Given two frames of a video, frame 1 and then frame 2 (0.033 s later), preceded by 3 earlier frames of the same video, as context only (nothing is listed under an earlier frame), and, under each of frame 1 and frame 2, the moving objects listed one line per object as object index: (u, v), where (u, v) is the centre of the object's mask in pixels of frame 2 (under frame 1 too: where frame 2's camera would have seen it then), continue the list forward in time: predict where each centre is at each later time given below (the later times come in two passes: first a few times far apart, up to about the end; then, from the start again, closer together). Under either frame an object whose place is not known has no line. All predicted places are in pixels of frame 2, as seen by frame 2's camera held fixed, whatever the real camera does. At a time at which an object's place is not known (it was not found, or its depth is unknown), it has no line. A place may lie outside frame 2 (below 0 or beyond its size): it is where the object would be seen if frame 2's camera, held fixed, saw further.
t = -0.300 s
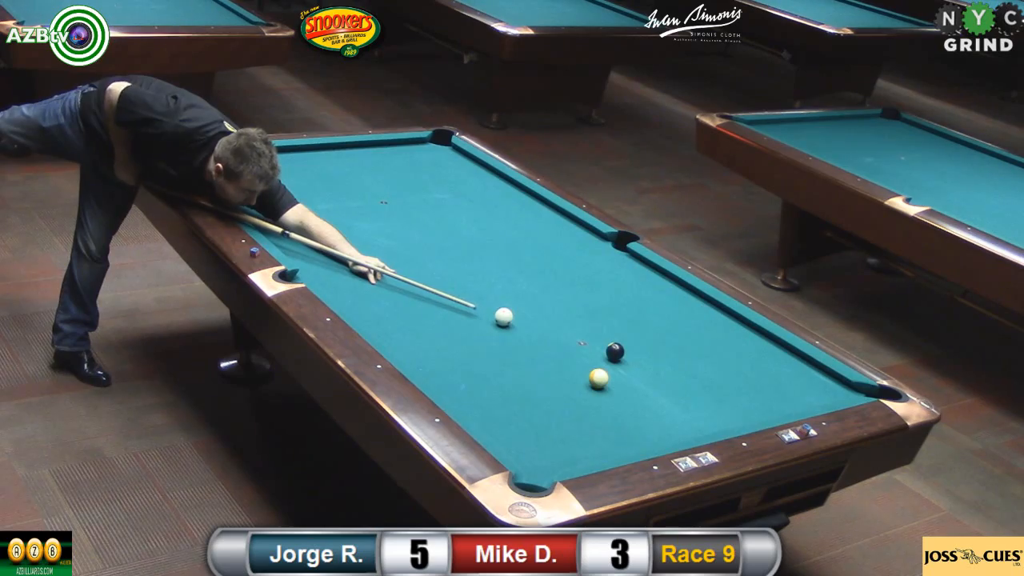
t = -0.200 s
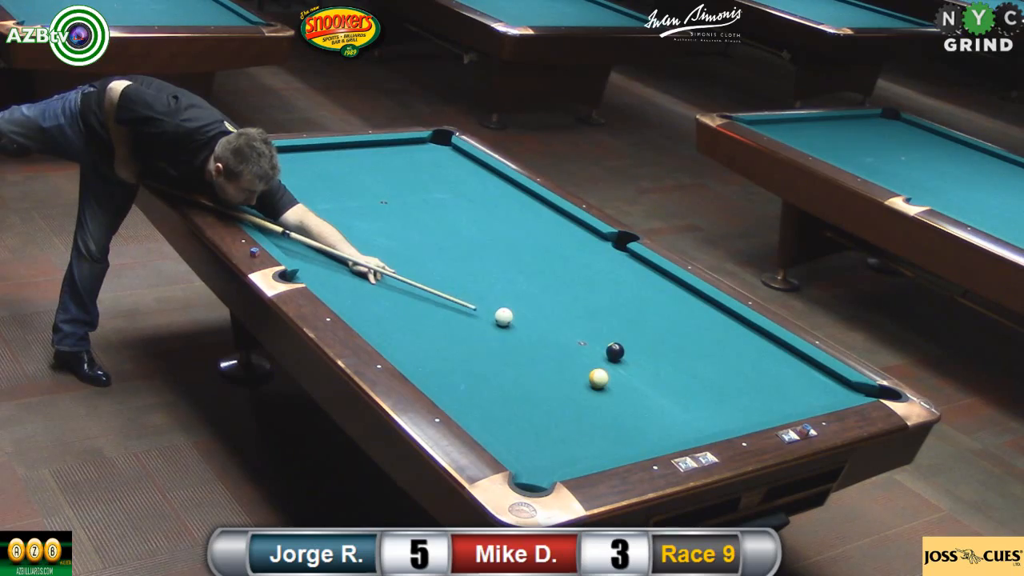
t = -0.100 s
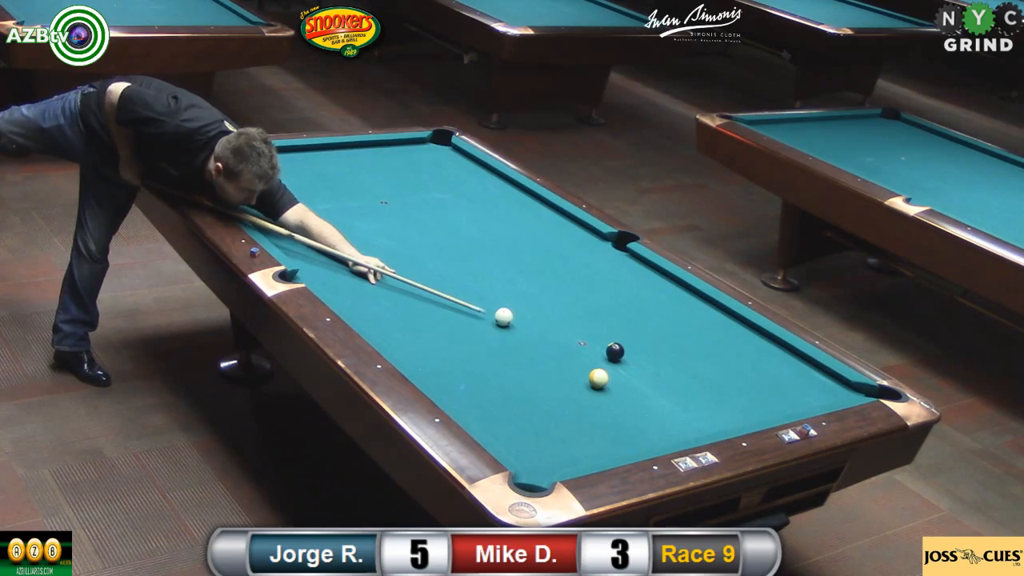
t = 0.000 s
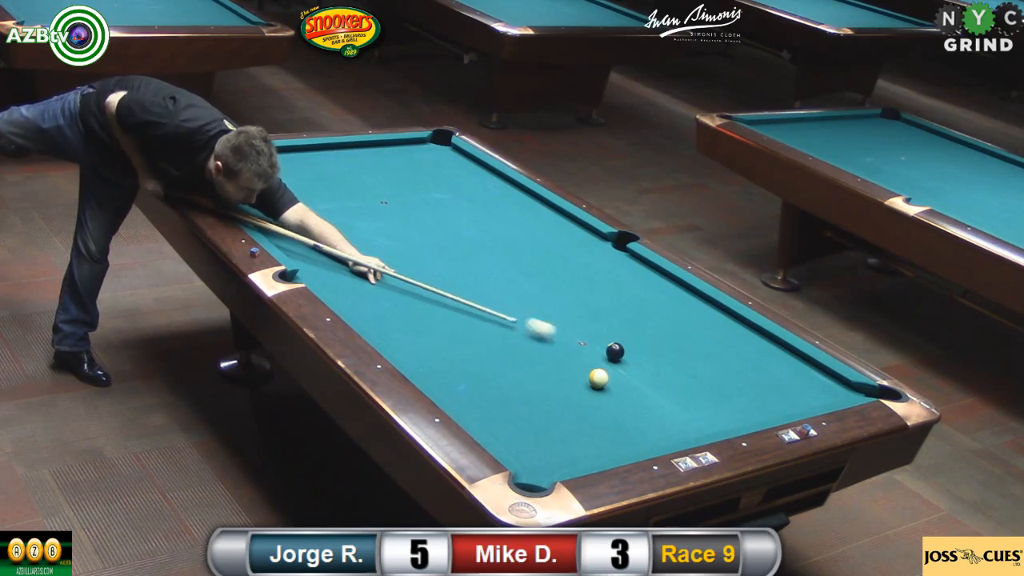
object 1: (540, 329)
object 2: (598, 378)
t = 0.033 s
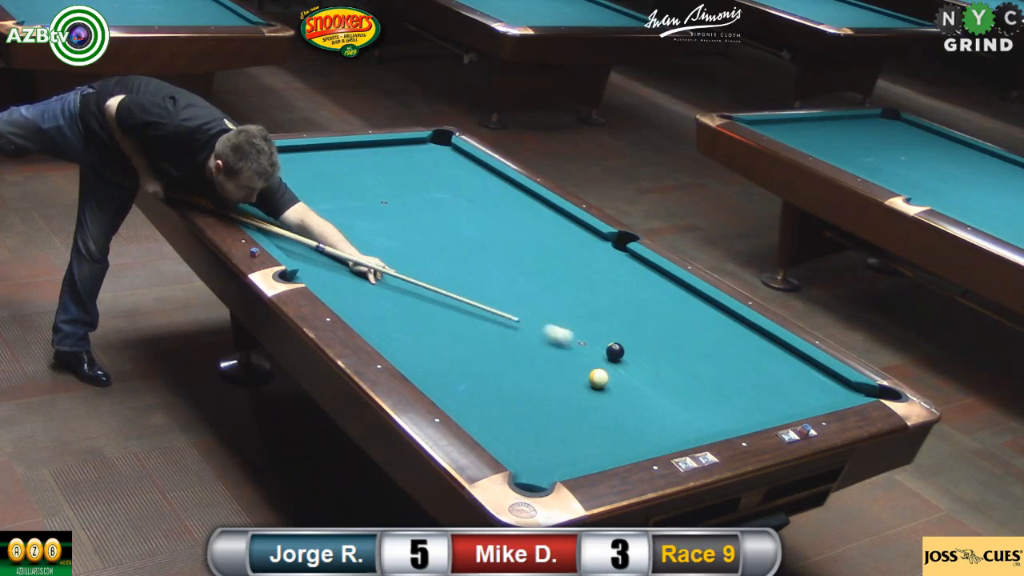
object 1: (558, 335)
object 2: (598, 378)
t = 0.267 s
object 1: (600, 359)
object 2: (598, 378)
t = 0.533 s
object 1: (609, 371)
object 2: (597, 383)
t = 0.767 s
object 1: (616, 378)
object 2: (594, 392)
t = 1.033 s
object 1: (625, 384)
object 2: (590, 402)
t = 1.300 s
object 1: (632, 389)
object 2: (587, 410)
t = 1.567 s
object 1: (639, 393)
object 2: (583, 419)
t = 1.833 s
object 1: (643, 396)
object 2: (580, 426)
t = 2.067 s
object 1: (646, 398)
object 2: (577, 432)
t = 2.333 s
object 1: (649, 400)
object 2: (575, 439)
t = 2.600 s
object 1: (649, 400)
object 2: (573, 444)
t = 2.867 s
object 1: (649, 400)
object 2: (571, 449)
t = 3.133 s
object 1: (649, 401)
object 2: (570, 453)
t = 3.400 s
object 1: (649, 401)
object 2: (569, 456)
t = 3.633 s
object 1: (649, 401)
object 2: (568, 457)
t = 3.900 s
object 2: (566, 458)
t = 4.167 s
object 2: (566, 458)
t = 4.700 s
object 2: (567, 458)
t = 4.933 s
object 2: (567, 458)
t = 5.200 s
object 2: (566, 458)
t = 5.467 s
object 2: (566, 458)
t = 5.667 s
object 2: (566, 458)
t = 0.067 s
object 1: (575, 341)
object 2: (598, 378)
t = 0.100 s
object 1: (591, 346)
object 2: (598, 378)
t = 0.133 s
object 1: (597, 351)
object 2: (598, 378)
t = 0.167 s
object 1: (598, 353)
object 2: (598, 378)
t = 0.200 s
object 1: (598, 356)
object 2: (598, 378)
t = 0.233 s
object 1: (599, 358)
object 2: (598, 378)
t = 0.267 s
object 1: (600, 359)
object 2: (598, 378)
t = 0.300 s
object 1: (601, 361)
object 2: (598, 379)
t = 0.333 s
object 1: (601, 362)
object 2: (598, 379)
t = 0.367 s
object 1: (603, 364)
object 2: (598, 379)
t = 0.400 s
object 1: (604, 366)
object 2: (598, 378)
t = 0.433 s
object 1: (605, 368)
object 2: (598, 379)
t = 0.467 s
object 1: (606, 369)
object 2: (597, 381)
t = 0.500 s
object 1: (607, 370)
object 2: (597, 382)
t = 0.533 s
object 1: (609, 371)
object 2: (597, 383)
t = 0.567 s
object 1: (610, 372)
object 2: (596, 384)
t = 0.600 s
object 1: (610, 374)
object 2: (596, 385)
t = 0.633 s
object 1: (611, 375)
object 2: (595, 387)
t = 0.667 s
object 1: (612, 376)
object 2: (595, 388)
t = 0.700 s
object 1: (614, 377)
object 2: (595, 389)
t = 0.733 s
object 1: (615, 378)
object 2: (594, 391)
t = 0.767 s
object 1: (616, 378)
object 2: (594, 392)
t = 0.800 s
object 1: (617, 379)
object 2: (593, 393)
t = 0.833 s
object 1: (618, 380)
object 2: (593, 394)
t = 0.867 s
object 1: (619, 381)
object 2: (592, 396)
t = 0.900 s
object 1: (621, 382)
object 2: (591, 397)
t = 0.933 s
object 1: (622, 382)
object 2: (591, 398)
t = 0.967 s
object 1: (623, 383)
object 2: (591, 399)
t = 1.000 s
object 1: (624, 383)
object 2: (590, 400)
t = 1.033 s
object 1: (625, 384)
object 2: (590, 402)
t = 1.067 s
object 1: (626, 385)
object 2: (589, 402)
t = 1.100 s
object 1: (627, 385)
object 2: (589, 404)
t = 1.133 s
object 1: (628, 386)
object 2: (589, 405)
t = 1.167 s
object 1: (629, 387)
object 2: (588, 406)
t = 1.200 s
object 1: (630, 387)
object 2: (588, 407)
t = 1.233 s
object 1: (631, 388)
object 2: (587, 408)
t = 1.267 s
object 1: (631, 388)
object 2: (587, 409)
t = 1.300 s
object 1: (632, 389)
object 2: (587, 410)
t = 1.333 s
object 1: (633, 390)
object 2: (586, 411)
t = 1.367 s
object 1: (634, 390)
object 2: (586, 413)
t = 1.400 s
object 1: (635, 391)
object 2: (585, 414)
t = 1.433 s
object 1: (636, 391)
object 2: (585, 415)
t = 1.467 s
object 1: (637, 392)
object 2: (585, 416)
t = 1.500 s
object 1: (637, 392)
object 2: (584, 417)
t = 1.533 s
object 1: (638, 392)
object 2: (584, 418)
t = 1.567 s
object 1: (639, 393)
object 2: (583, 419)
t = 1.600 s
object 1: (639, 393)
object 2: (583, 420)
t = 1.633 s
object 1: (640, 394)
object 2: (582, 421)
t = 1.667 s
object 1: (640, 394)
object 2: (582, 422)
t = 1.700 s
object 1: (641, 395)
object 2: (581, 423)
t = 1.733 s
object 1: (642, 395)
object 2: (581, 424)
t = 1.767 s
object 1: (642, 395)
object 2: (580, 425)
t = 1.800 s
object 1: (643, 396)
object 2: (580, 425)
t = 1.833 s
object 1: (643, 396)
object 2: (580, 426)
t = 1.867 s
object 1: (644, 396)
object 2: (579, 427)
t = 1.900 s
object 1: (644, 397)
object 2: (579, 428)
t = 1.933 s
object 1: (645, 397)
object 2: (579, 429)
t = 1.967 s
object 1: (645, 397)
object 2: (578, 430)
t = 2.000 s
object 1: (646, 398)
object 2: (578, 431)
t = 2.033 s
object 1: (646, 398)
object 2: (578, 432)
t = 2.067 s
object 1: (646, 398)
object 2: (577, 432)
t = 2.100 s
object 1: (647, 398)
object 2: (577, 433)
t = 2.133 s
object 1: (647, 399)
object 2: (577, 434)
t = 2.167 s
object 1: (647, 399)
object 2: (576, 435)
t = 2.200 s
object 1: (648, 399)
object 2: (576, 436)
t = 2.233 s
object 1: (648, 399)
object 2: (576, 437)
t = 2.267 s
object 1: (648, 399)
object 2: (575, 437)
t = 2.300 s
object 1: (648, 400)
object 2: (575, 438)
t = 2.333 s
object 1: (649, 400)
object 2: (575, 439)
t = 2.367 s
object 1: (649, 400)
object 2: (575, 440)
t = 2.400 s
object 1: (649, 400)
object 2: (574, 440)
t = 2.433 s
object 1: (649, 400)
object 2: (574, 441)
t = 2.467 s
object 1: (649, 400)
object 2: (574, 442)
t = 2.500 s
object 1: (649, 400)
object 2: (574, 442)
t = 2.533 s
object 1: (650, 400)
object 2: (573, 443)
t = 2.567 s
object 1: (649, 400)
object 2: (573, 444)
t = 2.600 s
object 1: (649, 400)
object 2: (573, 444)
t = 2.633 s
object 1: (649, 400)
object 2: (573, 445)
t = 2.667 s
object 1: (649, 400)
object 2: (572, 446)
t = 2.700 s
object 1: (649, 400)
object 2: (572, 446)
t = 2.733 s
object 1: (649, 400)
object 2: (572, 447)
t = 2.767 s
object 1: (649, 400)
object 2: (572, 448)
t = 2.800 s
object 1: (649, 400)
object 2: (571, 448)
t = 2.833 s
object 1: (649, 400)
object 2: (571, 449)
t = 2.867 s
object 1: (649, 400)
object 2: (571, 449)
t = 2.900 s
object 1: (649, 400)
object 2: (571, 449)
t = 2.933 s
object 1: (649, 400)
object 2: (571, 450)
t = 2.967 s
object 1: (649, 401)
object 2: (570, 451)
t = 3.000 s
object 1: (649, 401)
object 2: (570, 451)
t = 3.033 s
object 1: (649, 400)
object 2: (570, 452)
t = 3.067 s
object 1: (649, 400)
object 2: (570, 452)
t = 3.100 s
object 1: (649, 400)
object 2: (570, 453)
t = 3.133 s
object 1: (649, 401)
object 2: (570, 453)
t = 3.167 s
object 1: (649, 400)
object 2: (569, 454)
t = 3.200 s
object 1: (649, 401)
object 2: (569, 454)
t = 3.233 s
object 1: (649, 400)
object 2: (569, 454)
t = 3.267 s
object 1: (649, 401)
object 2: (569, 455)
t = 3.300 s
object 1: (649, 400)
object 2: (569, 455)
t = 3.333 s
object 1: (649, 401)
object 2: (569, 455)
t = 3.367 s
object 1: (649, 400)
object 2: (569, 456)
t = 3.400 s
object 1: (649, 401)
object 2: (569, 456)
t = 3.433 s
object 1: (649, 401)
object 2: (569, 456)
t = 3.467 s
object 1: (649, 401)
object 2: (569, 456)
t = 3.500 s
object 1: (649, 401)
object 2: (568, 456)
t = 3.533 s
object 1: (649, 400)
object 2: (568, 457)
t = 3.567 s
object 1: (649, 400)
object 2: (568, 457)
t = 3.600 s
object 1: (649, 400)
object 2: (568, 457)
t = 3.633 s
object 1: (649, 401)
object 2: (568, 457)
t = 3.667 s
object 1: (649, 401)
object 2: (568, 457)
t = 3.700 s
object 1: (649, 401)
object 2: (567, 457)
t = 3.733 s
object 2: (567, 458)
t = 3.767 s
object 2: (567, 458)
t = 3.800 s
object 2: (567, 458)
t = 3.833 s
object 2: (567, 458)
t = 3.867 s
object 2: (567, 458)
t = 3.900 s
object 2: (566, 458)
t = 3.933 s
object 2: (567, 458)
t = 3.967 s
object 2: (566, 458)
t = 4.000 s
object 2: (566, 458)
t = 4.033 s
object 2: (566, 458)
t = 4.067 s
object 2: (566, 458)
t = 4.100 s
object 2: (566, 458)
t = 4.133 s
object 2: (567, 457)
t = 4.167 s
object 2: (566, 458)
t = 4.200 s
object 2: (566, 458)
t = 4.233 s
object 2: (569, 457)
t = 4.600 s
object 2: (561, 458)
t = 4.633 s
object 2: (566, 458)
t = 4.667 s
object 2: (567, 458)
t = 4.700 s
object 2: (567, 458)
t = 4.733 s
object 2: (567, 458)
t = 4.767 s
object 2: (567, 458)
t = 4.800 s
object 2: (567, 458)
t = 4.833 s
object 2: (566, 458)
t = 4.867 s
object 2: (567, 458)
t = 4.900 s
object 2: (566, 458)
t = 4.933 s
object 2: (567, 458)
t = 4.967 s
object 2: (567, 458)
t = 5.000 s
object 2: (566, 458)
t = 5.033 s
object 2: (566, 458)
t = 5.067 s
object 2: (566, 458)
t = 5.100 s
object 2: (566, 458)
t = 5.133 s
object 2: (566, 458)
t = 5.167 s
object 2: (566, 458)
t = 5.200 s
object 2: (566, 458)
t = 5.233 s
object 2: (566, 458)
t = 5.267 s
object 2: (566, 458)
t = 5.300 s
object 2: (566, 458)
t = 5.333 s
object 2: (566, 458)
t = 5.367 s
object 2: (566, 458)
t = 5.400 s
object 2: (566, 458)
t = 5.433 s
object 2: (566, 458)
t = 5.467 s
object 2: (566, 458)
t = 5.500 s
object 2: (566, 458)
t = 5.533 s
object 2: (566, 458)
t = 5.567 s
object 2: (566, 458)
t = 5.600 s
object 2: (566, 458)
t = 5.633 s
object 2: (566, 458)
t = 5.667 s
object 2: (566, 458)
